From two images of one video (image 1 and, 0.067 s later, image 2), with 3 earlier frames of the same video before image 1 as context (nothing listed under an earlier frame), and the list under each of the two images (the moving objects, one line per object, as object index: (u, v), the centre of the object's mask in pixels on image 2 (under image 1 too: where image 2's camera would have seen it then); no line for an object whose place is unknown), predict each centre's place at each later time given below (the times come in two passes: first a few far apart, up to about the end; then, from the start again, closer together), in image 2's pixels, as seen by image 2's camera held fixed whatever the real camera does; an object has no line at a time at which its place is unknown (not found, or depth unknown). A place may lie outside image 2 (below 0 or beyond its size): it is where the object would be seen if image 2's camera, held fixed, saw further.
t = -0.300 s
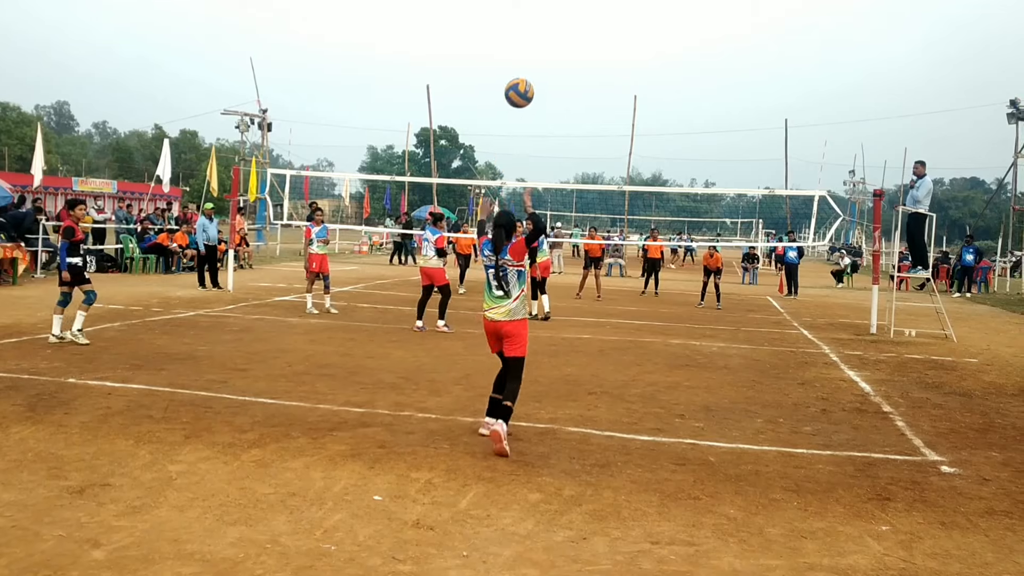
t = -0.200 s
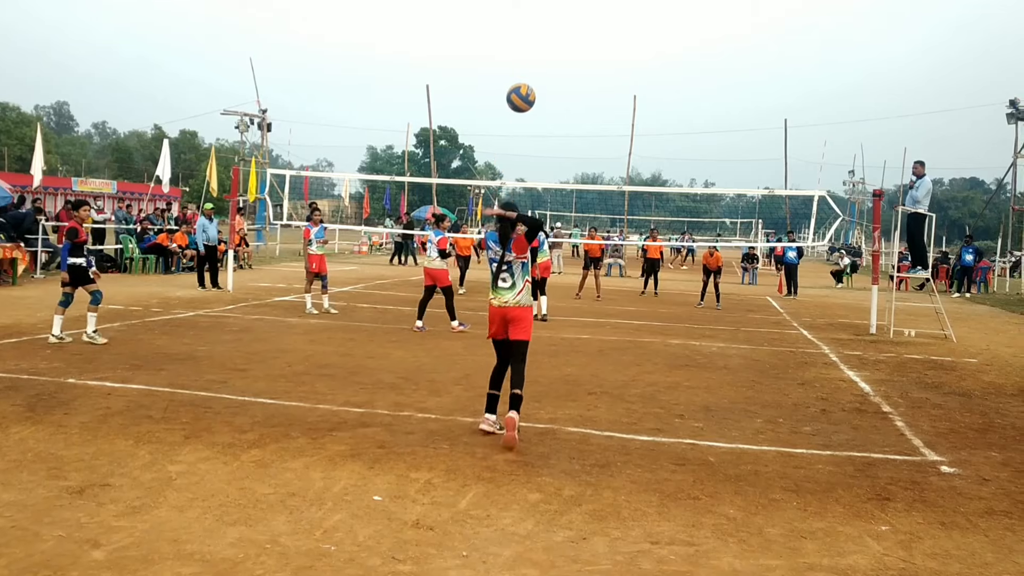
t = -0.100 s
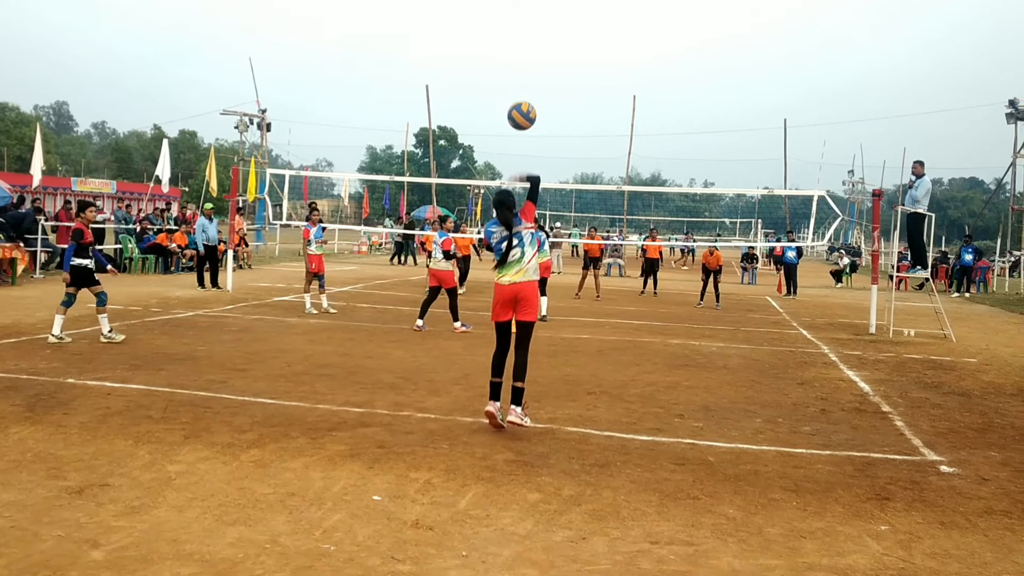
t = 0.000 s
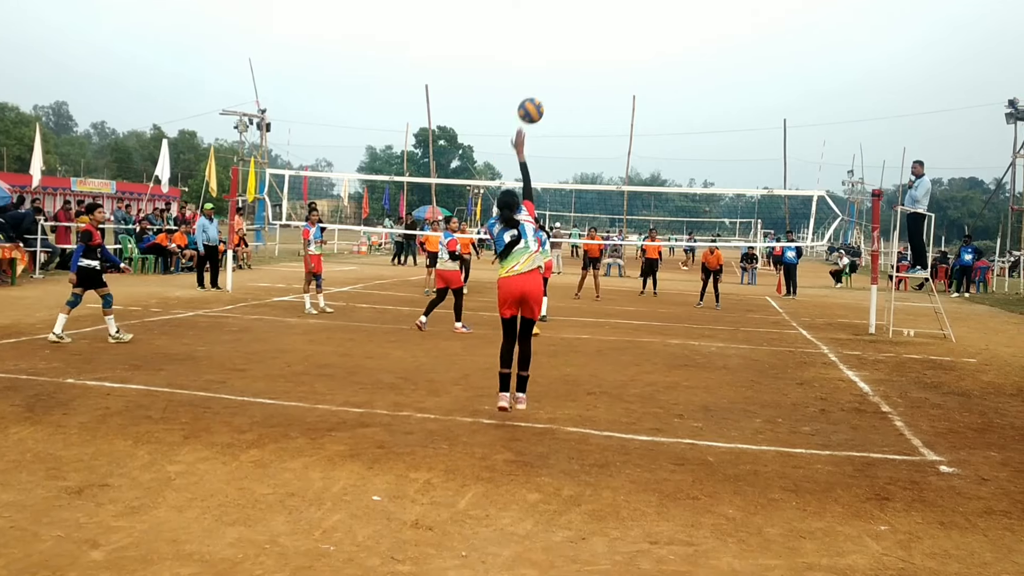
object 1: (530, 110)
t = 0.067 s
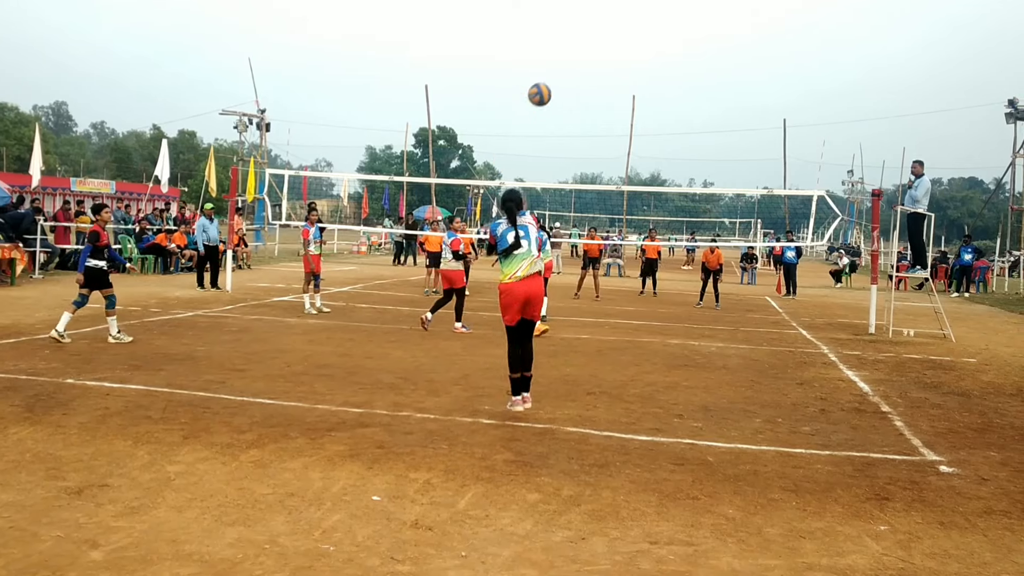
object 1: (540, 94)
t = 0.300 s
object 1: (563, 81)
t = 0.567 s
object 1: (577, 112)
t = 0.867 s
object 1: (581, 175)
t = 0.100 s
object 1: (544, 89)
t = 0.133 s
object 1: (548, 85)
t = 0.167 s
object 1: (551, 83)
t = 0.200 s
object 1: (554, 81)
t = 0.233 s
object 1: (557, 80)
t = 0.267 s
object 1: (560, 80)
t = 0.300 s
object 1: (563, 81)
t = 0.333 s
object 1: (565, 83)
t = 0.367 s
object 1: (567, 85)
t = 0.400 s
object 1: (569, 88)
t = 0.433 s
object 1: (571, 92)
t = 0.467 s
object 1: (573, 96)
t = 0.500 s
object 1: (574, 101)
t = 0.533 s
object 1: (576, 106)
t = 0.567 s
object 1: (577, 112)
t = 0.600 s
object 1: (578, 118)
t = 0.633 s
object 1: (579, 125)
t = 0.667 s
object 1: (580, 131)
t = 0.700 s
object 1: (580, 139)
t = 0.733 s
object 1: (580, 146)
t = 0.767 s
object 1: (580, 153)
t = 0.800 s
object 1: (581, 160)
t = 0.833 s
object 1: (581, 168)
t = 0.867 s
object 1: (581, 175)
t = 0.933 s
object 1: (581, 192)
